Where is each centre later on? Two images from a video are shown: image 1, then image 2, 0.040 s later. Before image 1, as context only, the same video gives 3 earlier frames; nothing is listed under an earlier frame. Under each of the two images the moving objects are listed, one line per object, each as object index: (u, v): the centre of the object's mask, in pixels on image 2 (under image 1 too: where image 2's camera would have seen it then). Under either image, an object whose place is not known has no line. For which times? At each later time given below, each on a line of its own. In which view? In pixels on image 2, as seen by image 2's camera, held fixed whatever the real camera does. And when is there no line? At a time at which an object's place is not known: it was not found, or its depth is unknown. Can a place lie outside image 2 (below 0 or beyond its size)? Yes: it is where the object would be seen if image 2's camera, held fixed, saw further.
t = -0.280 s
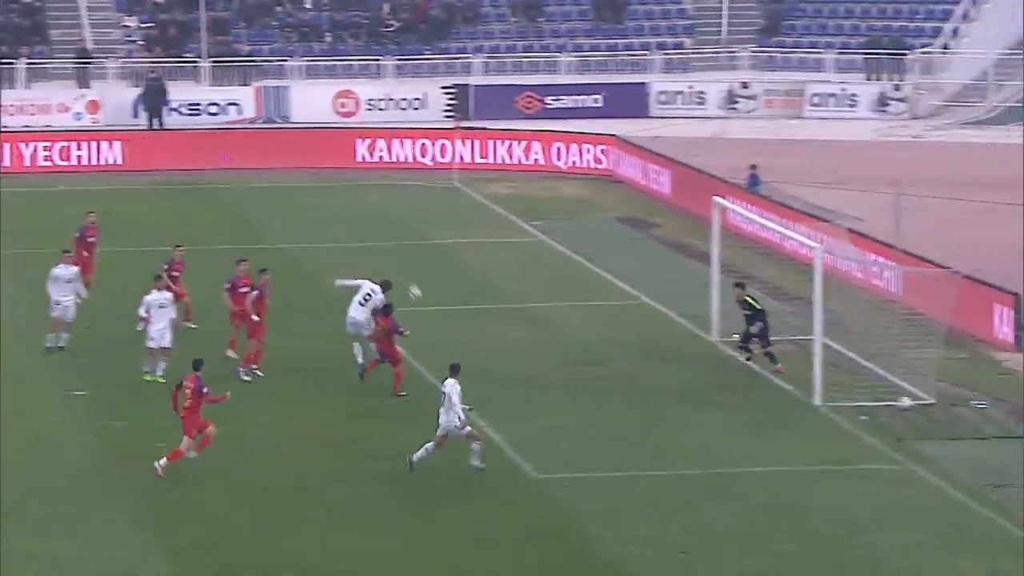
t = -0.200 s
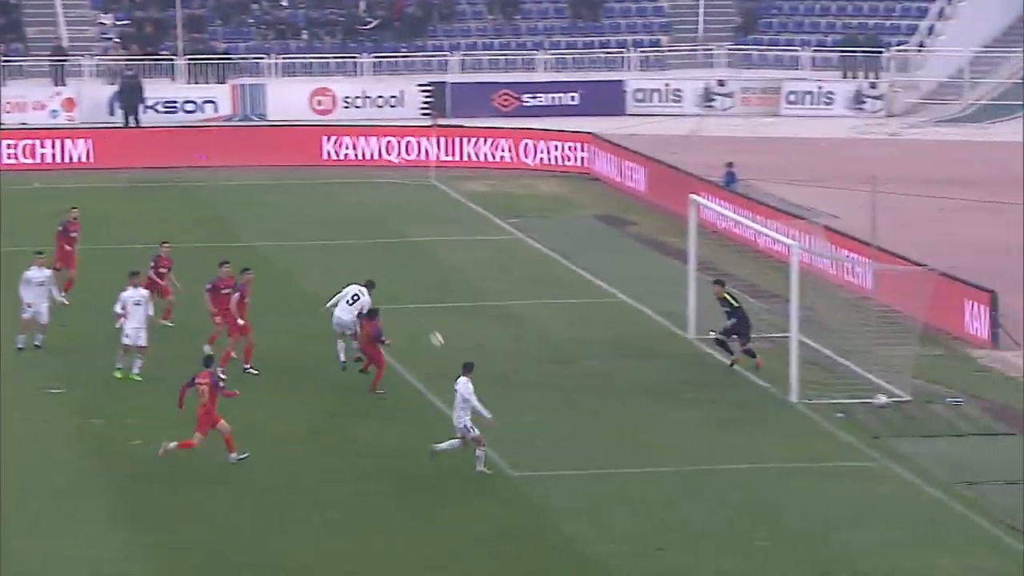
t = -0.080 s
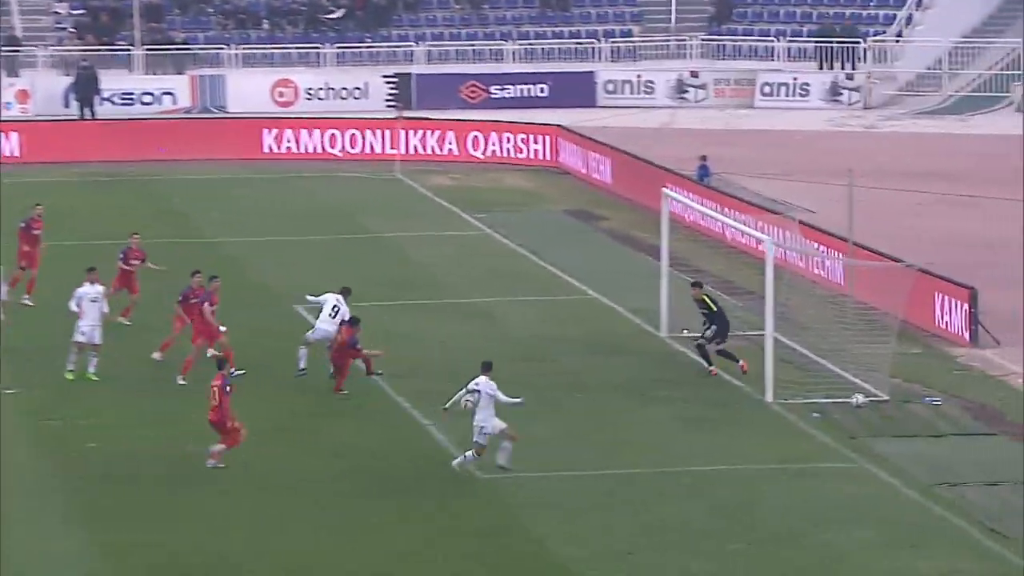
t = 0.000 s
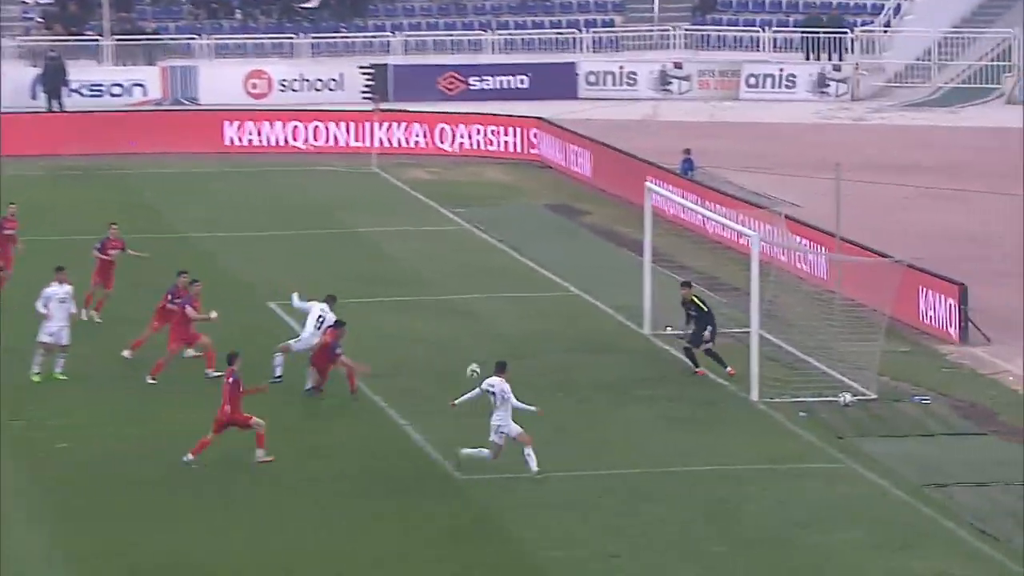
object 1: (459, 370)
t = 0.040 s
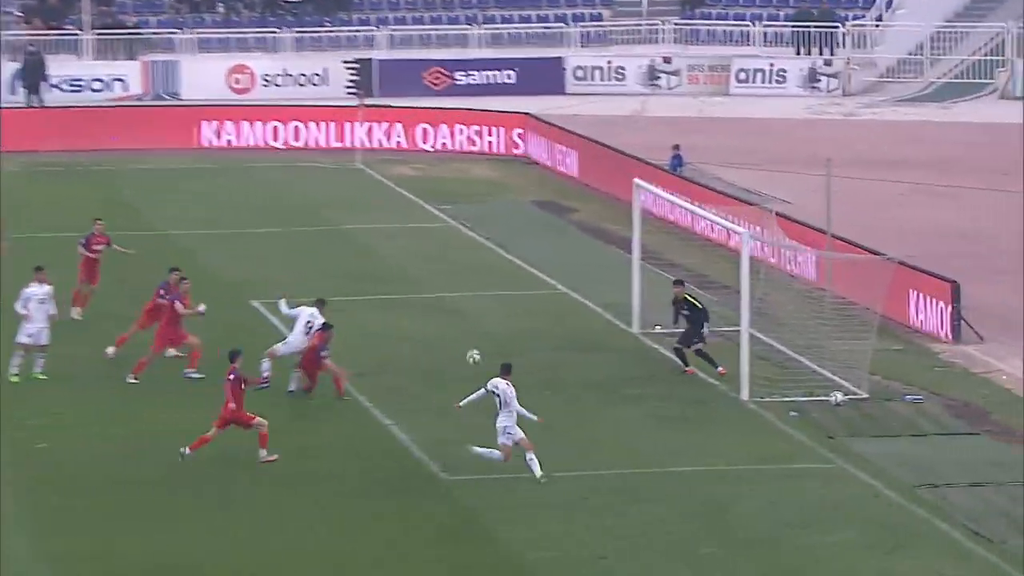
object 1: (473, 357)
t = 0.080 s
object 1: (488, 345)
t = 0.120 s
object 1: (501, 334)
